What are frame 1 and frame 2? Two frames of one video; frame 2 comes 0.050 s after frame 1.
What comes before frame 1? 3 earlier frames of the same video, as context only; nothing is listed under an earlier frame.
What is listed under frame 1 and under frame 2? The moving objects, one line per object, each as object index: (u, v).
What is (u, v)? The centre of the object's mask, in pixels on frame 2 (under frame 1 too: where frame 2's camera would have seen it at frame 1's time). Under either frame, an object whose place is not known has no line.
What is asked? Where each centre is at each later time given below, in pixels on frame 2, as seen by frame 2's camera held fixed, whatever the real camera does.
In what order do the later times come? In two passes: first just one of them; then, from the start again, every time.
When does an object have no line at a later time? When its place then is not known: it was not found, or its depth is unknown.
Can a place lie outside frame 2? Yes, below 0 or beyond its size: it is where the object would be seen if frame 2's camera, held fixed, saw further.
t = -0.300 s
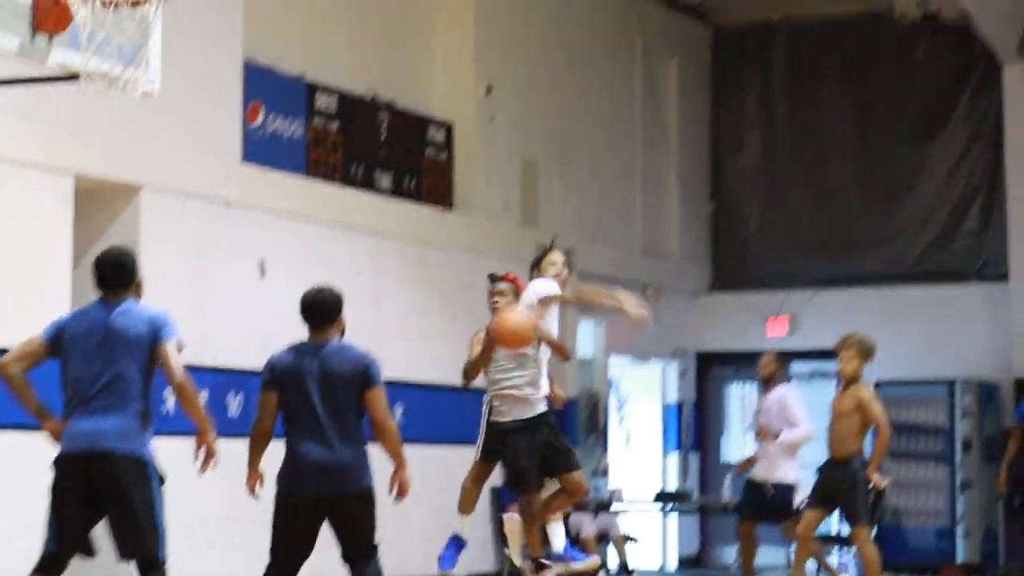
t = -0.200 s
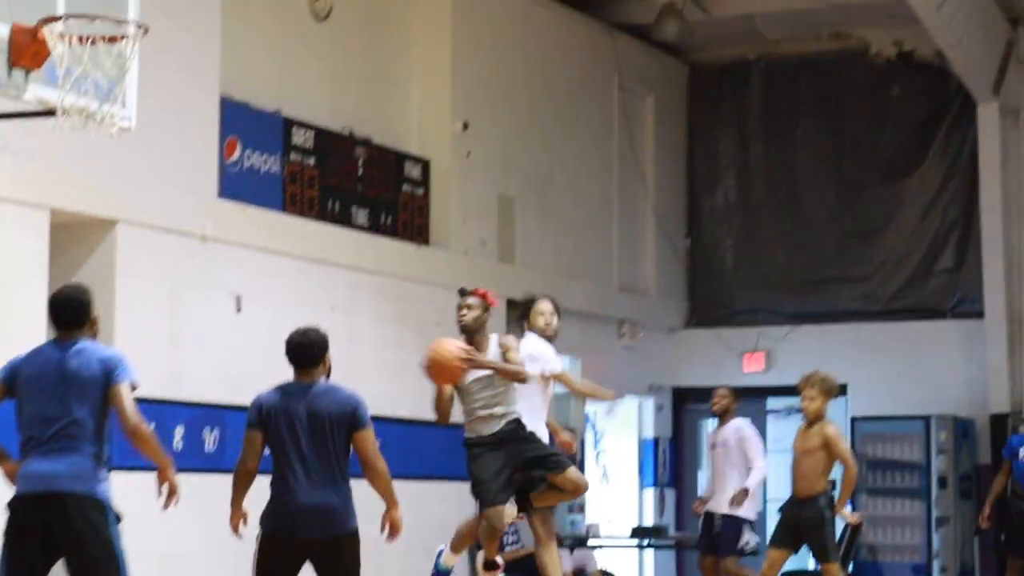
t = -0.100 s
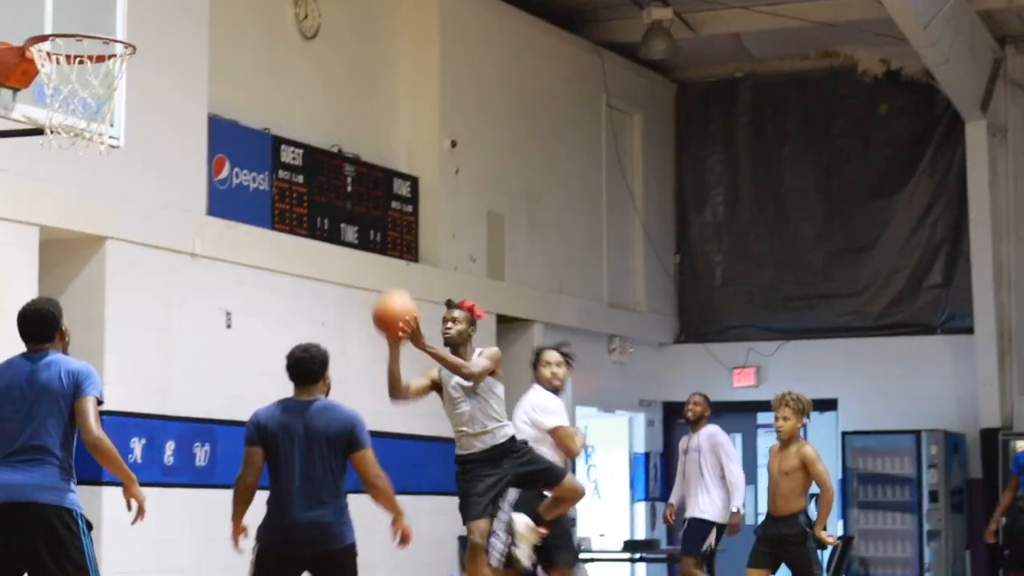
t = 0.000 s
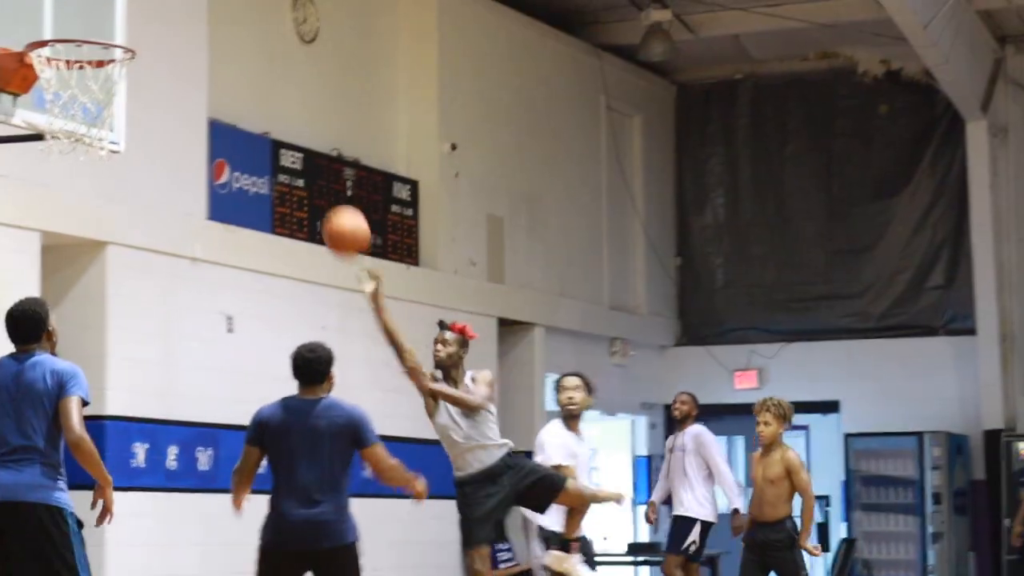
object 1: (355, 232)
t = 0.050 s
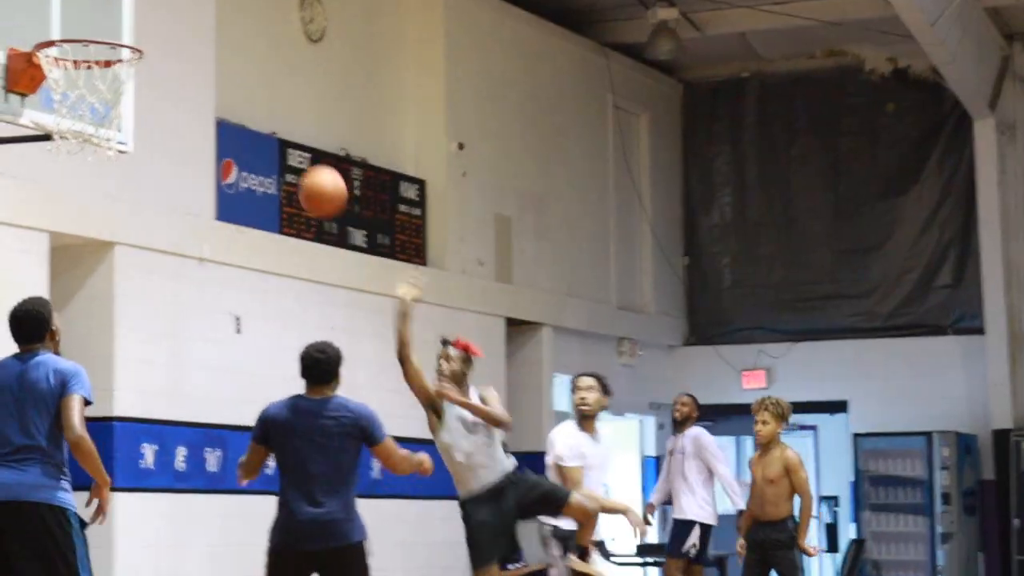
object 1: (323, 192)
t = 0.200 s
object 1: (226, 91)
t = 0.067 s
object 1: (312, 179)
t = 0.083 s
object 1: (301, 166)
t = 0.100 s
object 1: (290, 153)
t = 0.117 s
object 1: (279, 142)
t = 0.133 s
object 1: (269, 131)
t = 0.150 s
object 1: (258, 120)
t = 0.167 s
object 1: (248, 110)
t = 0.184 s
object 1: (237, 100)
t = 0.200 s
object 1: (226, 91)
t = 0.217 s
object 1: (215, 82)
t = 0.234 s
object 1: (204, 74)
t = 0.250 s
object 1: (193, 65)
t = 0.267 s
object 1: (183, 57)
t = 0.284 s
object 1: (172, 50)
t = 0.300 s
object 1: (161, 42)
